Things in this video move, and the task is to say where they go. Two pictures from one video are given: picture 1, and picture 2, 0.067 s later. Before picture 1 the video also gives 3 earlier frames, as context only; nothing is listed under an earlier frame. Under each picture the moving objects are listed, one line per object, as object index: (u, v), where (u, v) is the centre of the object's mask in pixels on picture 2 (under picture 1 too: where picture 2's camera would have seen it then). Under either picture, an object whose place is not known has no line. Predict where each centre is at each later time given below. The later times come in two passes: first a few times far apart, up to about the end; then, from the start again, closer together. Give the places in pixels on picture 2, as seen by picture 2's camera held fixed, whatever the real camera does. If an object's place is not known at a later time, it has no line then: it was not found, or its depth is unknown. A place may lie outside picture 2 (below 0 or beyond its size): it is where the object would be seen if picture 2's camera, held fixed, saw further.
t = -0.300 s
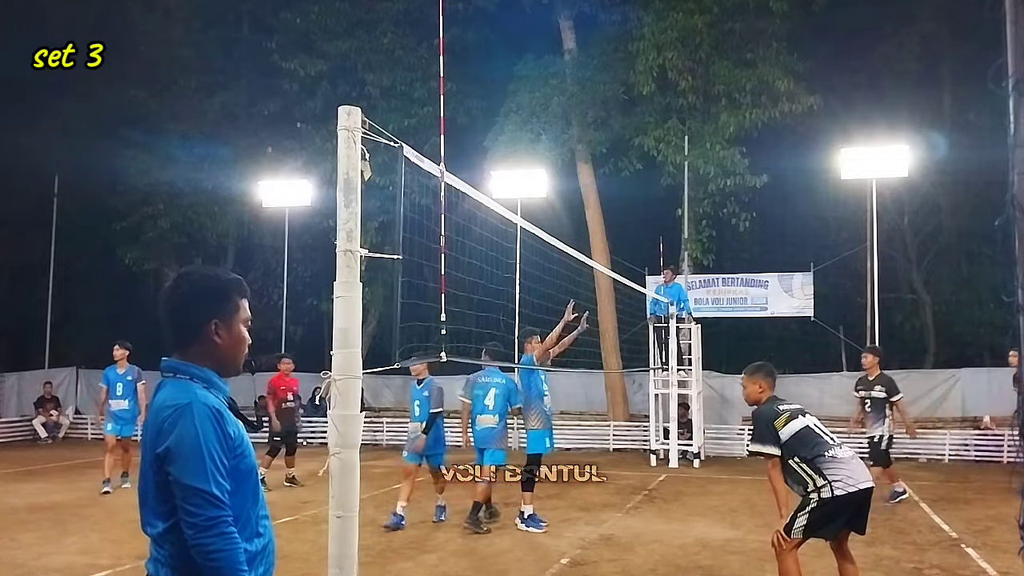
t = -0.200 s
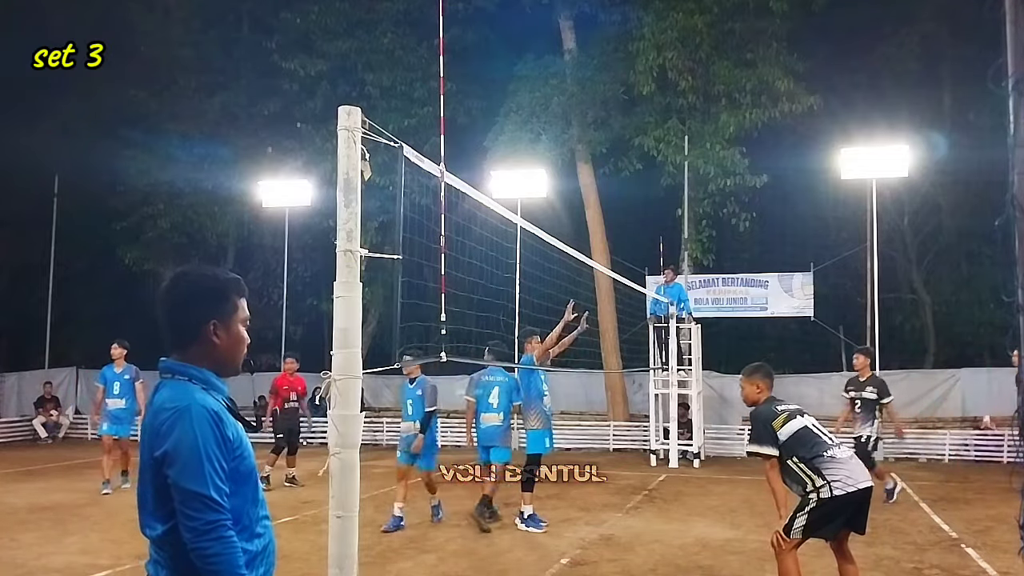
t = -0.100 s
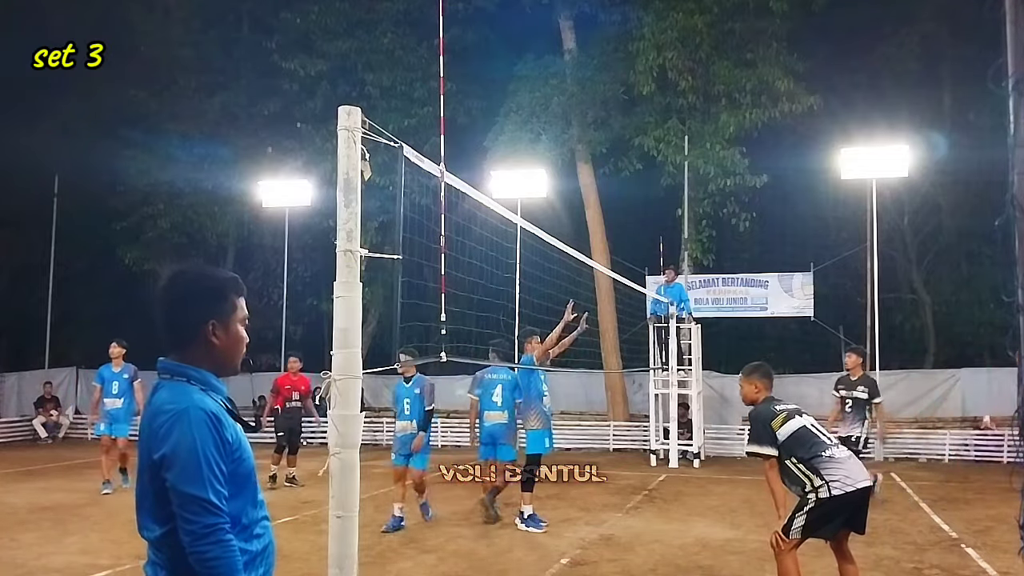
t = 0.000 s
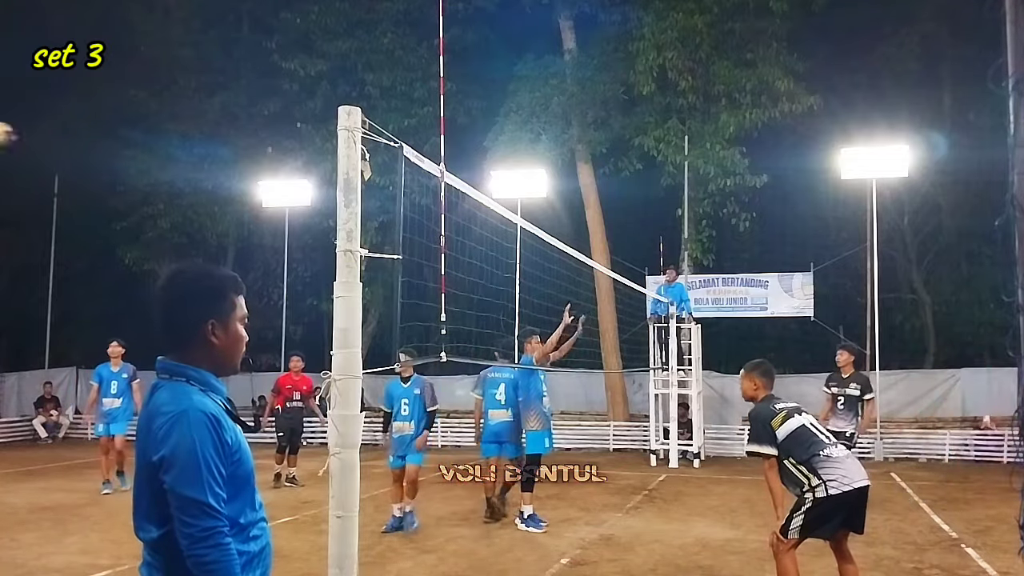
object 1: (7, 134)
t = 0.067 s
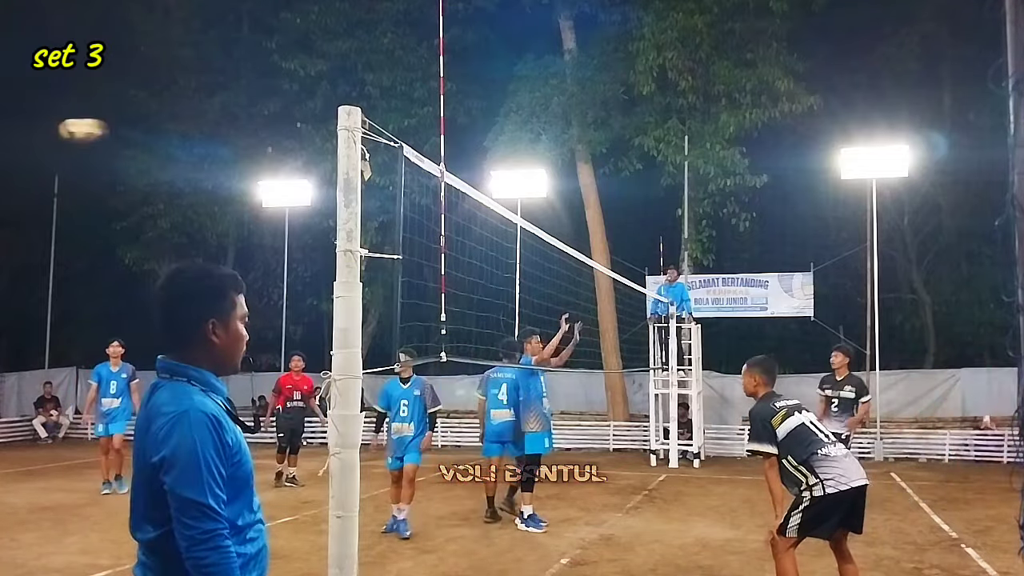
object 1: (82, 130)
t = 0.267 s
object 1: (333, 146)
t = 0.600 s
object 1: (755, 278)
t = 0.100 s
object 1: (130, 129)
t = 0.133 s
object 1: (176, 130)
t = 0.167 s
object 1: (217, 132)
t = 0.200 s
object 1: (264, 137)
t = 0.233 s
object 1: (309, 141)
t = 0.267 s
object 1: (333, 146)
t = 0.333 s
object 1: (442, 162)
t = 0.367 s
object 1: (474, 173)
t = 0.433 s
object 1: (562, 198)
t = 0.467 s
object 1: (600, 212)
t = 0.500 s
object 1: (641, 227)
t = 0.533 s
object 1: (677, 243)
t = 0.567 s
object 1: (719, 261)
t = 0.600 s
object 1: (755, 278)
